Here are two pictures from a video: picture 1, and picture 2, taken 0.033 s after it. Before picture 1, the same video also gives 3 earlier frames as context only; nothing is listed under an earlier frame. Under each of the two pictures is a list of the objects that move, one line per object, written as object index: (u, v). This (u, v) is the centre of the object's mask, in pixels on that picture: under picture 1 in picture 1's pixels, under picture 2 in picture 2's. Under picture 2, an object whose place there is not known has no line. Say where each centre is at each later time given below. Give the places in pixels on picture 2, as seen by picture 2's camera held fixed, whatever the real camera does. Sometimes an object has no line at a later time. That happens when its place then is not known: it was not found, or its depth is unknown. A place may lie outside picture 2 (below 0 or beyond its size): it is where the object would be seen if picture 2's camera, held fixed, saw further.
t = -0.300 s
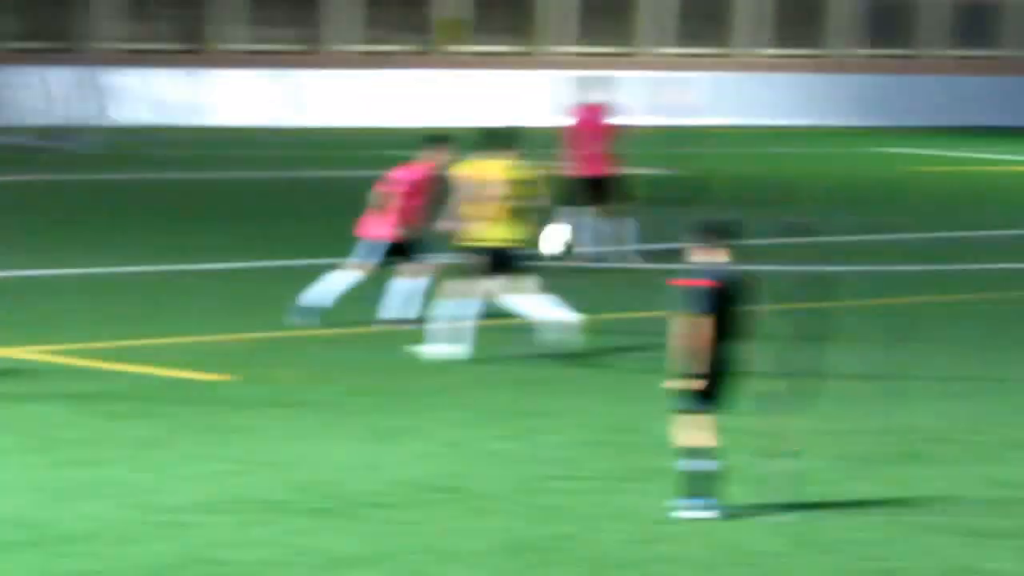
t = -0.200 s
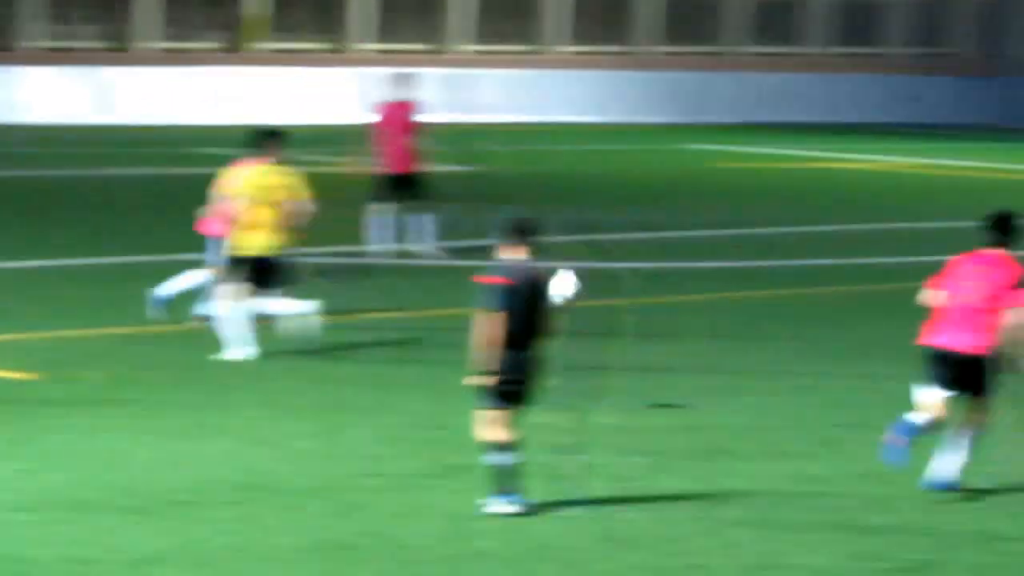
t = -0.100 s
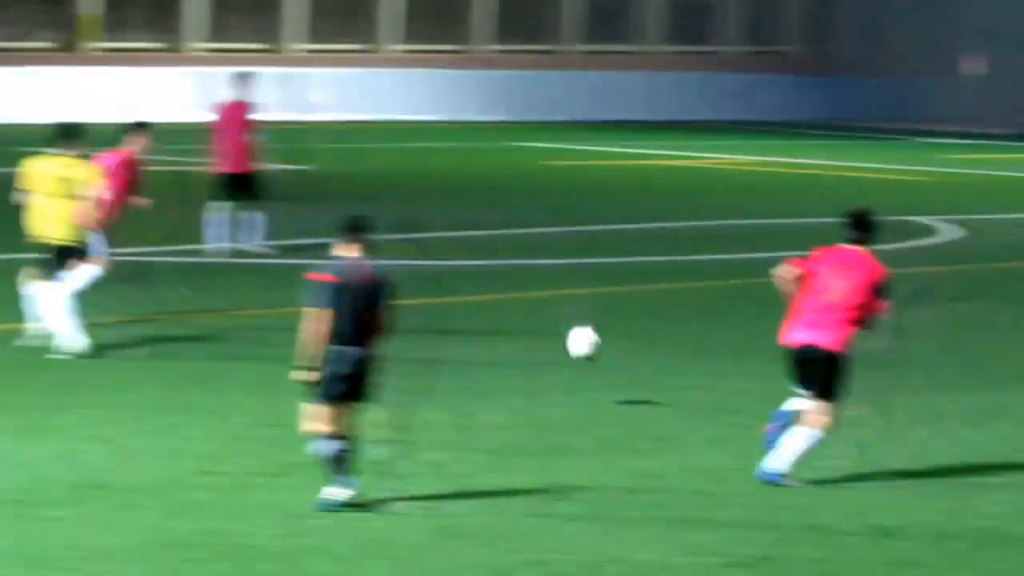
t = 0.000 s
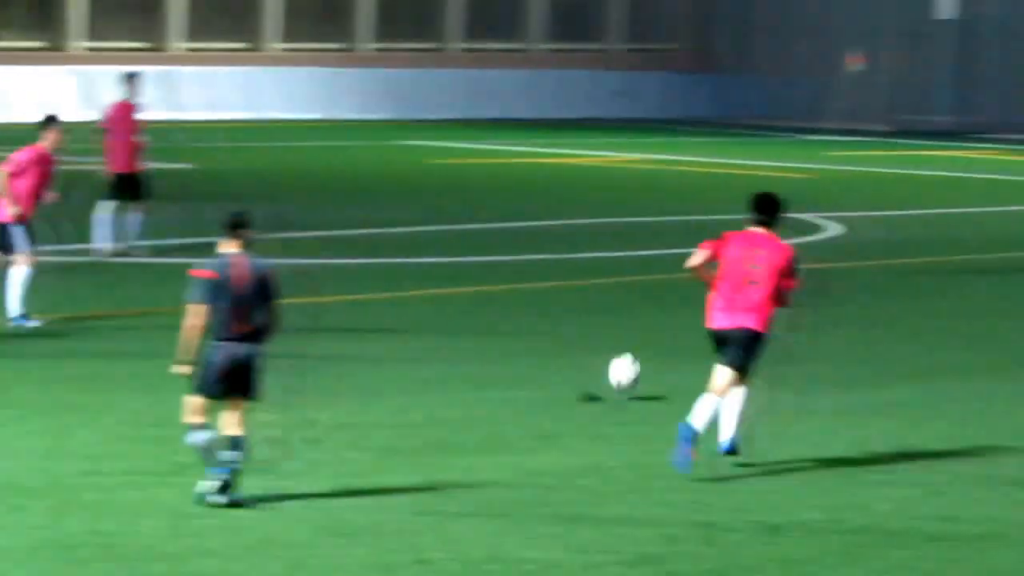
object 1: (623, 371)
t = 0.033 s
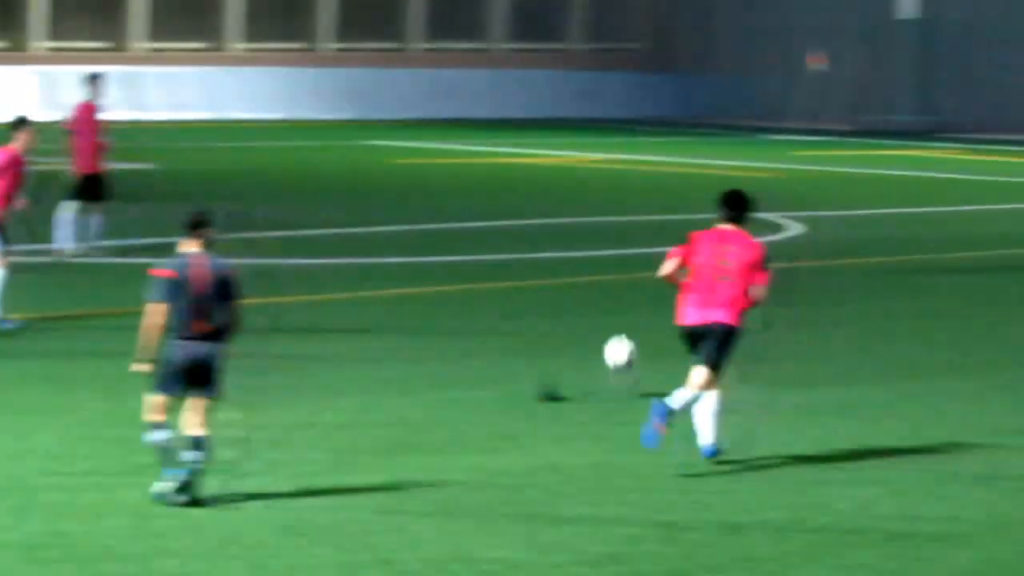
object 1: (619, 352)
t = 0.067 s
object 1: (651, 336)
